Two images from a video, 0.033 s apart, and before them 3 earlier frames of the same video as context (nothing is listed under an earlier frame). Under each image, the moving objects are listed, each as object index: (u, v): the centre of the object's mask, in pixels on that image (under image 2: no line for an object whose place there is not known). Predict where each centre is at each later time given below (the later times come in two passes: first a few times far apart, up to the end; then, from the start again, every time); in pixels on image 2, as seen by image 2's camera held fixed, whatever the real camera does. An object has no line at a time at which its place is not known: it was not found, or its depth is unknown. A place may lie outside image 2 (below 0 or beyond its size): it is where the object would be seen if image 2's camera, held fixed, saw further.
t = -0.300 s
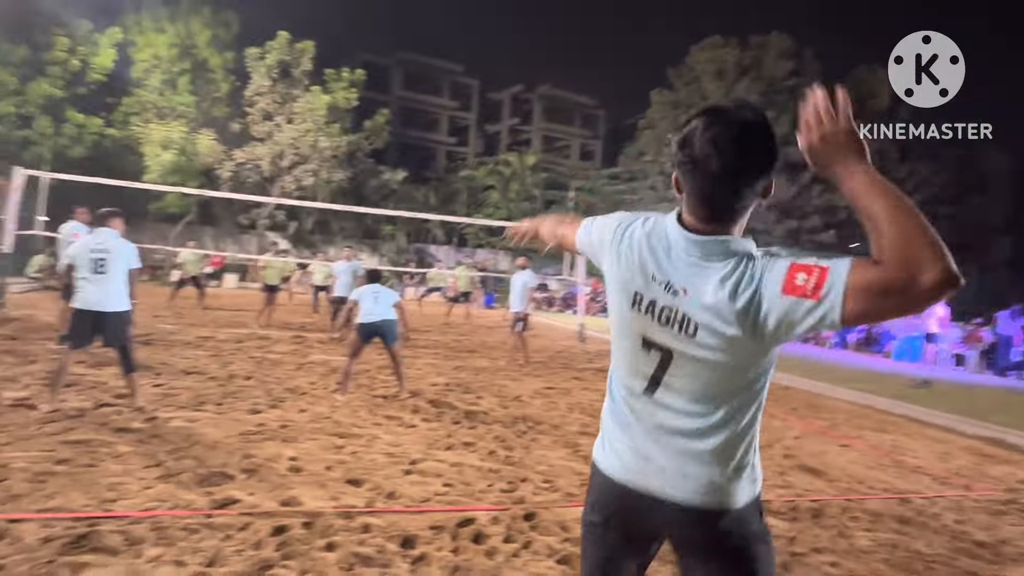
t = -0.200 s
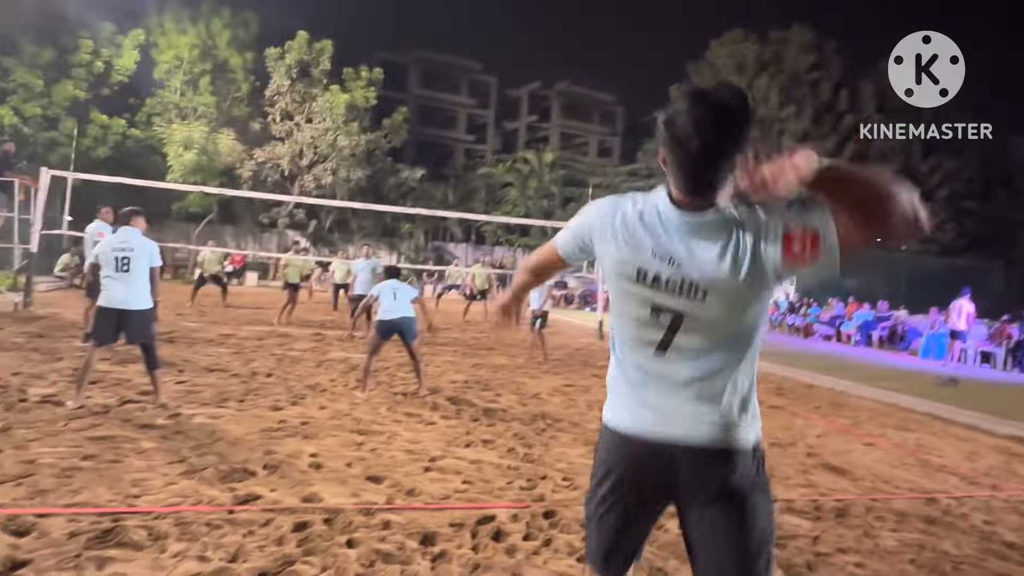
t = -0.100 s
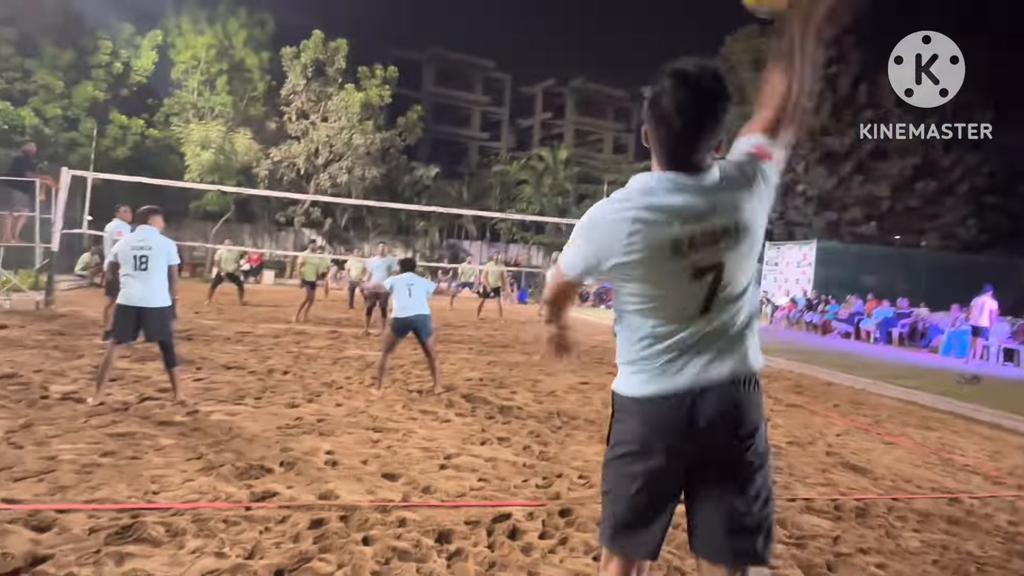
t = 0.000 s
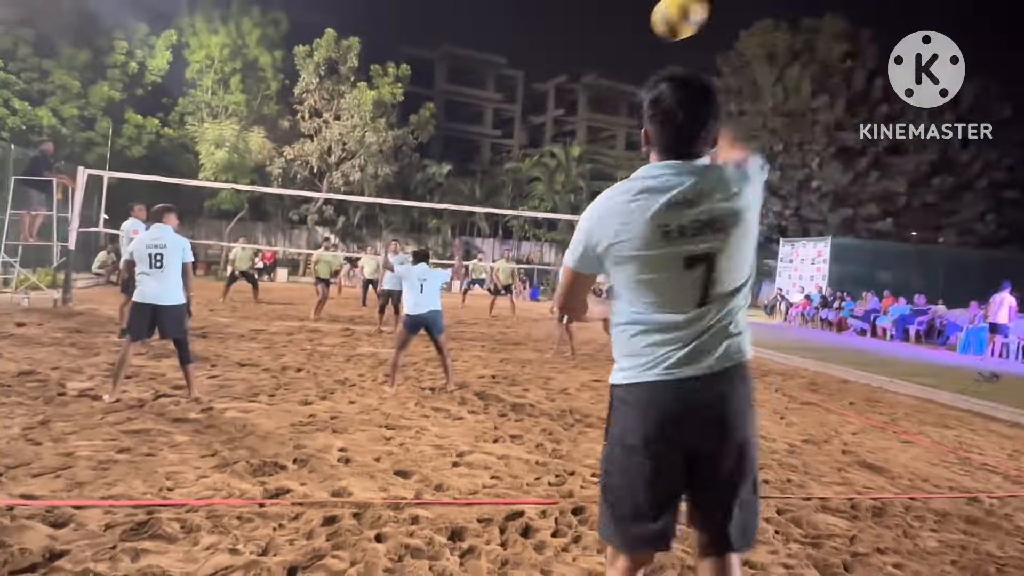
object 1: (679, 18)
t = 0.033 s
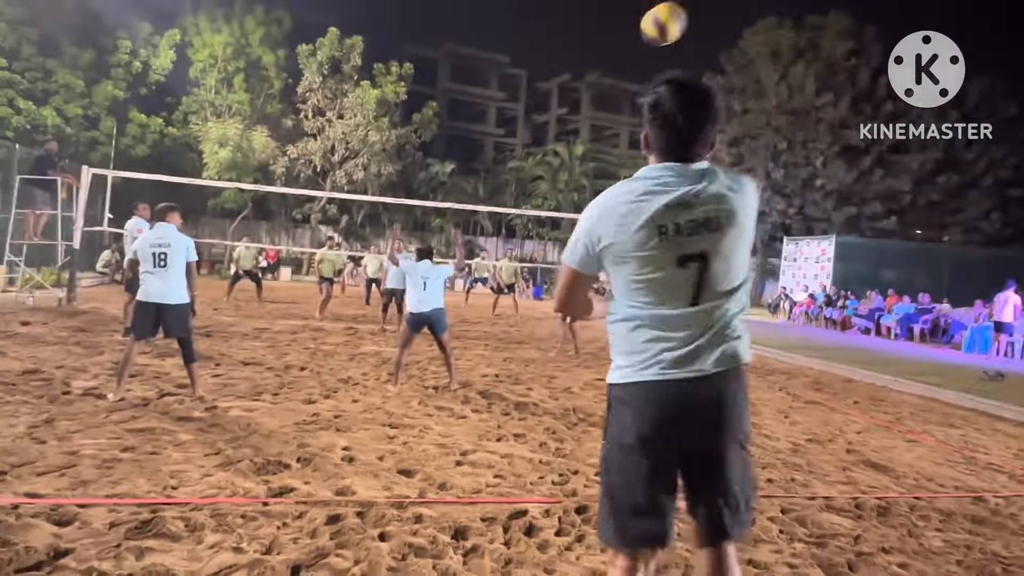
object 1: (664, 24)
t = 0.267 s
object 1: (608, 90)
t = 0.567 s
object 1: (587, 167)
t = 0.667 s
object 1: (583, 188)
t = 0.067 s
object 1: (650, 35)
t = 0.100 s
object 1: (639, 45)
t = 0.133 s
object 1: (630, 55)
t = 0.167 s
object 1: (623, 64)
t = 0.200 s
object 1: (617, 73)
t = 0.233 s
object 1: (611, 82)
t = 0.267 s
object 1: (608, 90)
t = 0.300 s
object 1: (604, 99)
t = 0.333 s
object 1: (601, 108)
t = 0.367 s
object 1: (599, 116)
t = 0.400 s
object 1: (596, 125)
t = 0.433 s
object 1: (595, 133)
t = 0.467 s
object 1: (593, 141)
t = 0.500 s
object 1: (591, 150)
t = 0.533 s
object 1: (589, 159)
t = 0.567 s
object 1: (587, 167)
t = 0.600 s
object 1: (586, 175)
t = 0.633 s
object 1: (585, 181)
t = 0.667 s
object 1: (583, 188)
